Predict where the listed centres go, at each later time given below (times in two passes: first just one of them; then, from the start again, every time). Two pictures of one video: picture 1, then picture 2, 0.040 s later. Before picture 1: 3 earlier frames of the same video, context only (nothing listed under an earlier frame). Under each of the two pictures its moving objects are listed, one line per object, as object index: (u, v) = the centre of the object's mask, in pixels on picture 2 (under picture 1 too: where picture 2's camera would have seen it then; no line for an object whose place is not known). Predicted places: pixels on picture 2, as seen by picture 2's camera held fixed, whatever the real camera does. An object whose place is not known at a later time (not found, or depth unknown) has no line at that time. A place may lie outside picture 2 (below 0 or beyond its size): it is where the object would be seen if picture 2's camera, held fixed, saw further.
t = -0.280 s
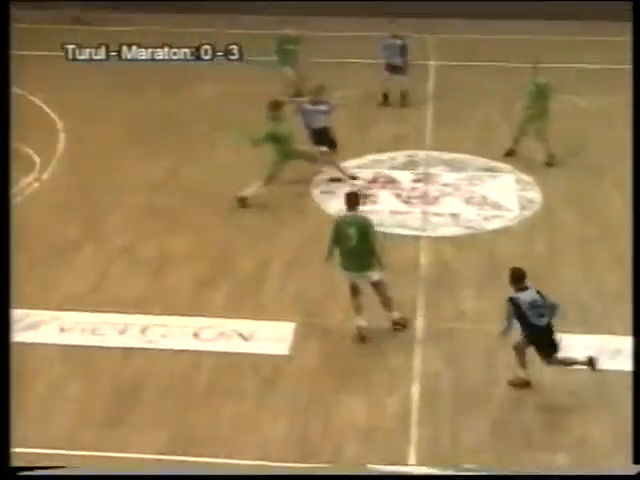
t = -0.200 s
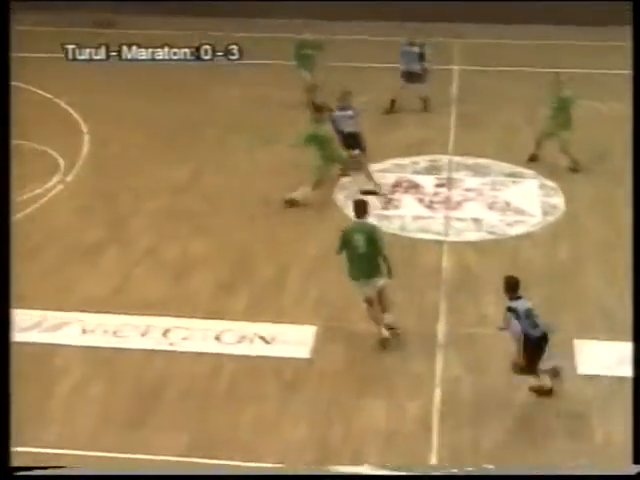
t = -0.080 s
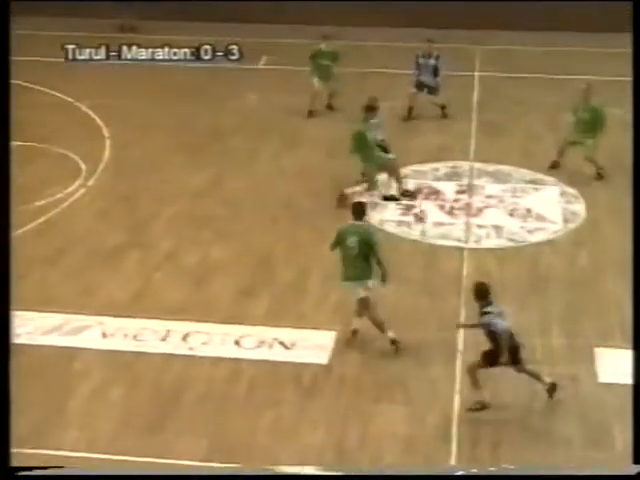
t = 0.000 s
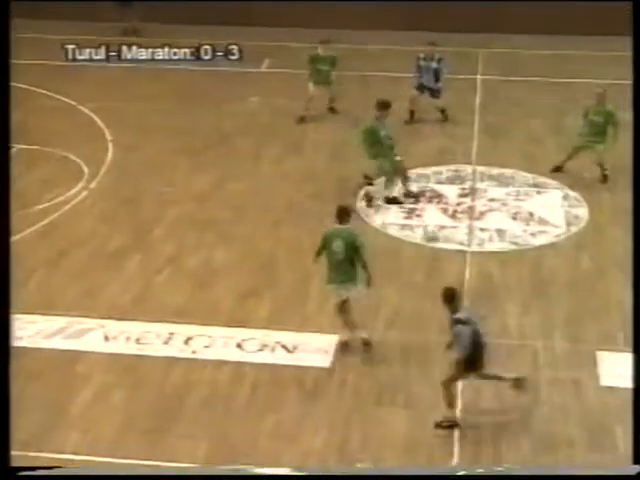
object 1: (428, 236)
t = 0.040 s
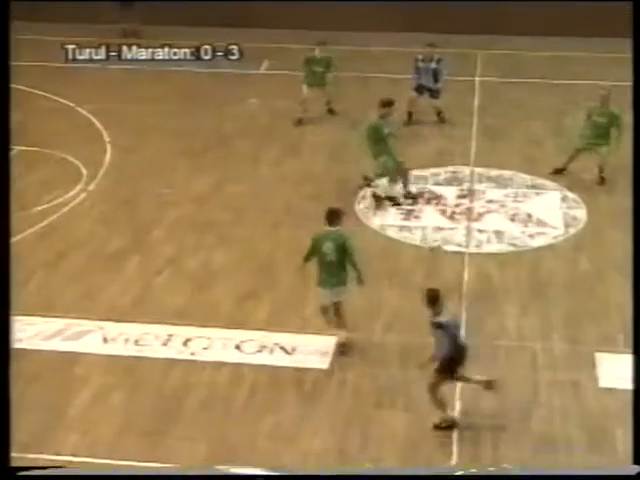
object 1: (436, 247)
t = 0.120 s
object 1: (445, 271)
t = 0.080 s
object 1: (441, 256)
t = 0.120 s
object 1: (445, 271)
